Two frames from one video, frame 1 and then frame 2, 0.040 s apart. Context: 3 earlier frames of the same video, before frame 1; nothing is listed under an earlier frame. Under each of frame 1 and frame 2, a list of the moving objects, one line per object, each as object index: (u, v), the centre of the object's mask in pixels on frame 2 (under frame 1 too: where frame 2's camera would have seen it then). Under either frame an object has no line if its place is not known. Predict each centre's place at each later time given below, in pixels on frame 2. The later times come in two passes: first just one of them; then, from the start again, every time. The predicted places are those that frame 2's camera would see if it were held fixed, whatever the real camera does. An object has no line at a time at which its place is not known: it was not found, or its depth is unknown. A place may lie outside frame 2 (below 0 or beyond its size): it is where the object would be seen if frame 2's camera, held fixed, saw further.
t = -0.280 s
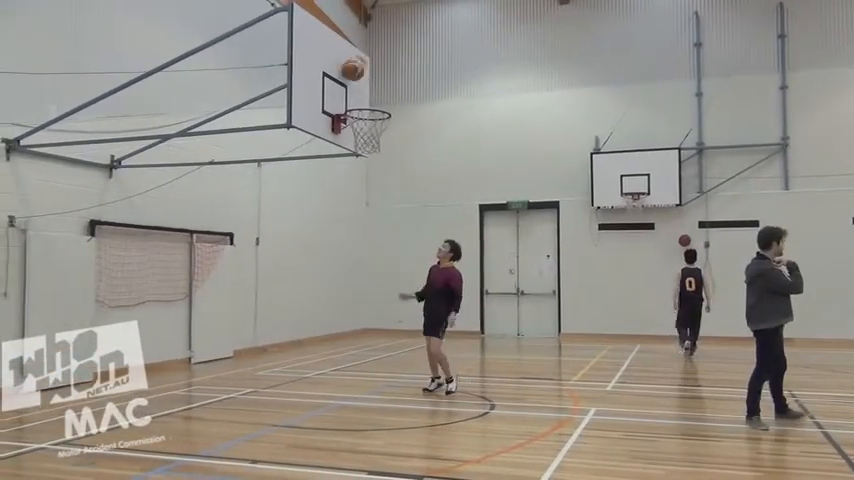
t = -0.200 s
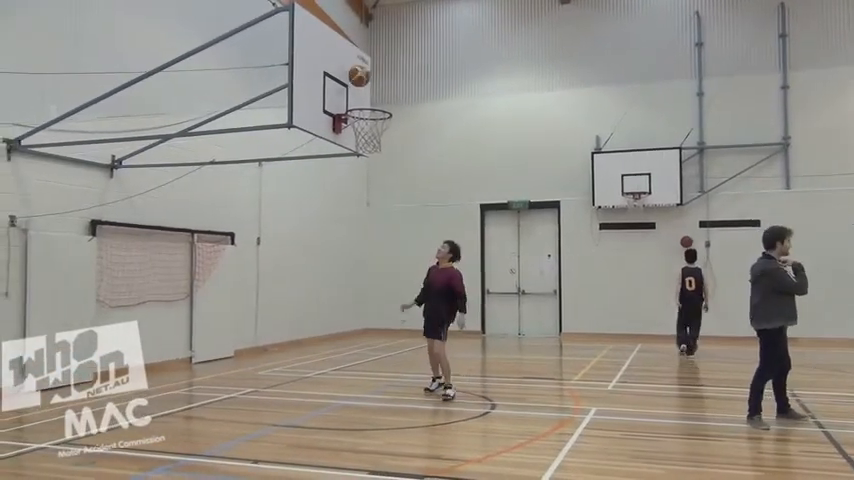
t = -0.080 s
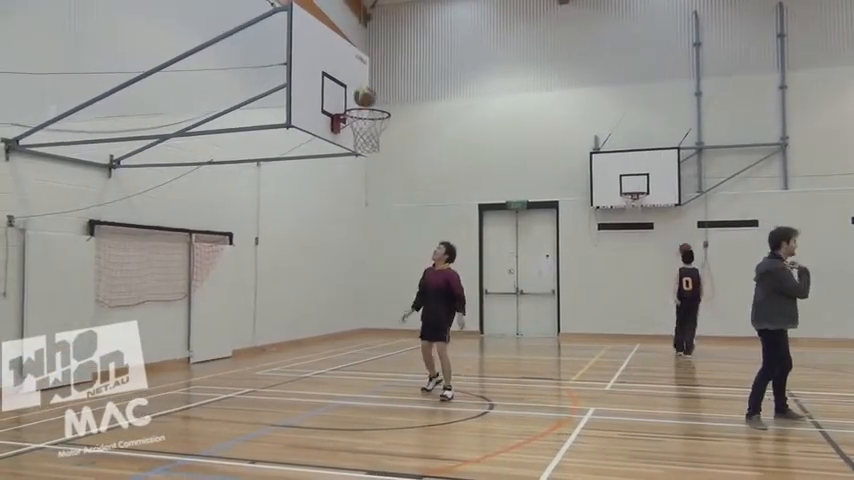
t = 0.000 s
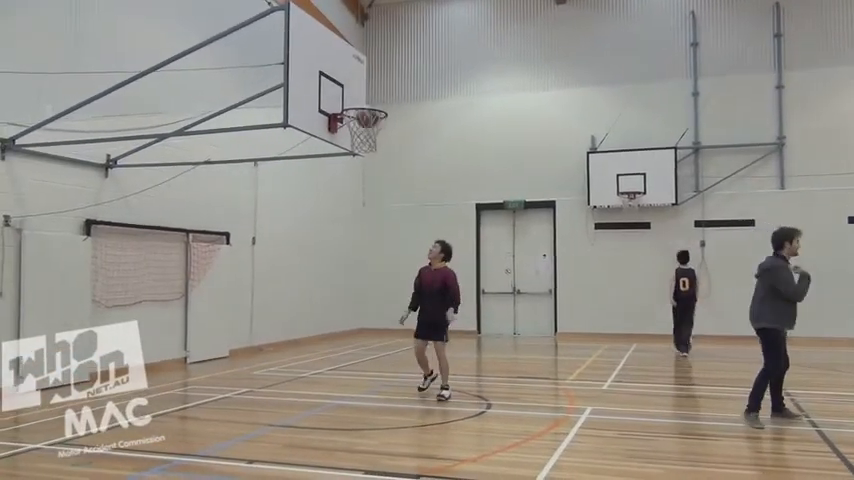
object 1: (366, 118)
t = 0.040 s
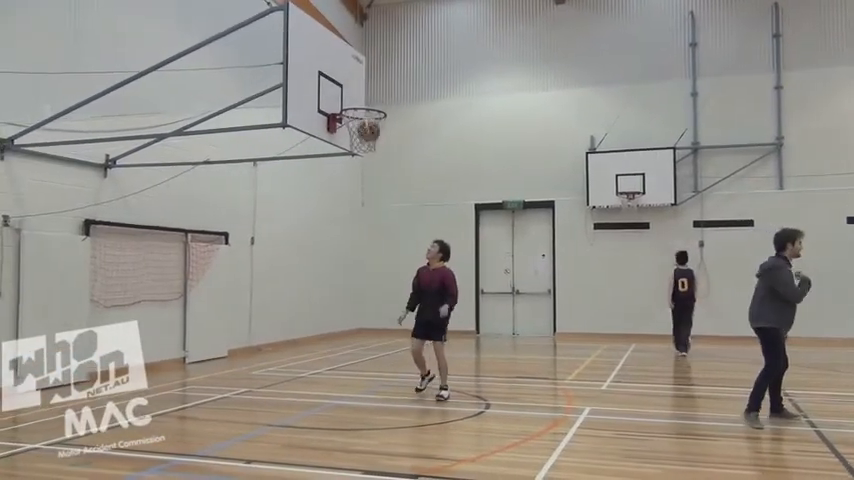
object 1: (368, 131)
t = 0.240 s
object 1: (364, 174)
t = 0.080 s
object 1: (368, 139)
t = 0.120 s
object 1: (368, 146)
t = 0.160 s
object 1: (366, 154)
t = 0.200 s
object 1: (365, 163)
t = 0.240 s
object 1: (364, 174)
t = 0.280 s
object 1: (362, 186)
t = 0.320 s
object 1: (361, 200)
